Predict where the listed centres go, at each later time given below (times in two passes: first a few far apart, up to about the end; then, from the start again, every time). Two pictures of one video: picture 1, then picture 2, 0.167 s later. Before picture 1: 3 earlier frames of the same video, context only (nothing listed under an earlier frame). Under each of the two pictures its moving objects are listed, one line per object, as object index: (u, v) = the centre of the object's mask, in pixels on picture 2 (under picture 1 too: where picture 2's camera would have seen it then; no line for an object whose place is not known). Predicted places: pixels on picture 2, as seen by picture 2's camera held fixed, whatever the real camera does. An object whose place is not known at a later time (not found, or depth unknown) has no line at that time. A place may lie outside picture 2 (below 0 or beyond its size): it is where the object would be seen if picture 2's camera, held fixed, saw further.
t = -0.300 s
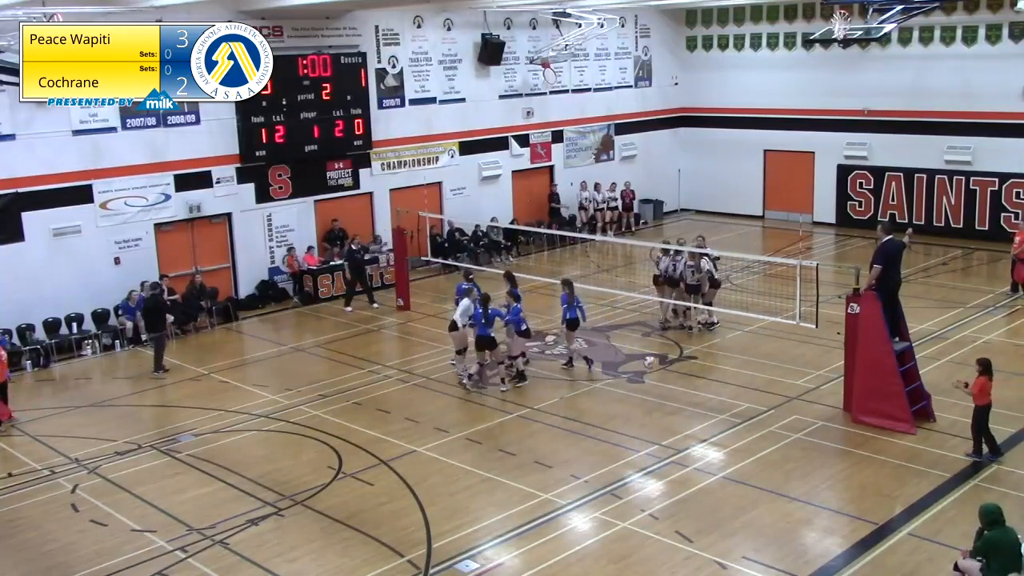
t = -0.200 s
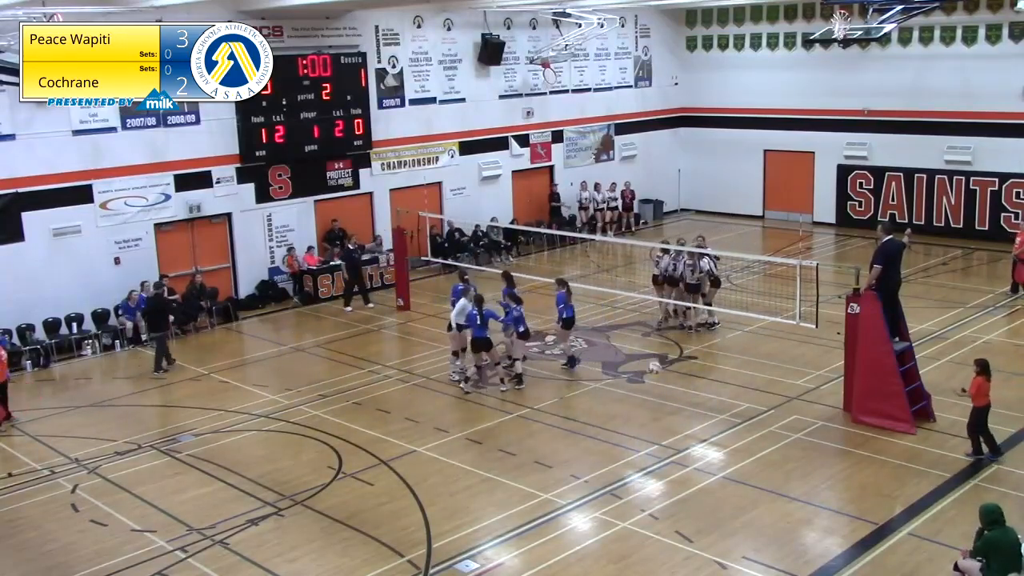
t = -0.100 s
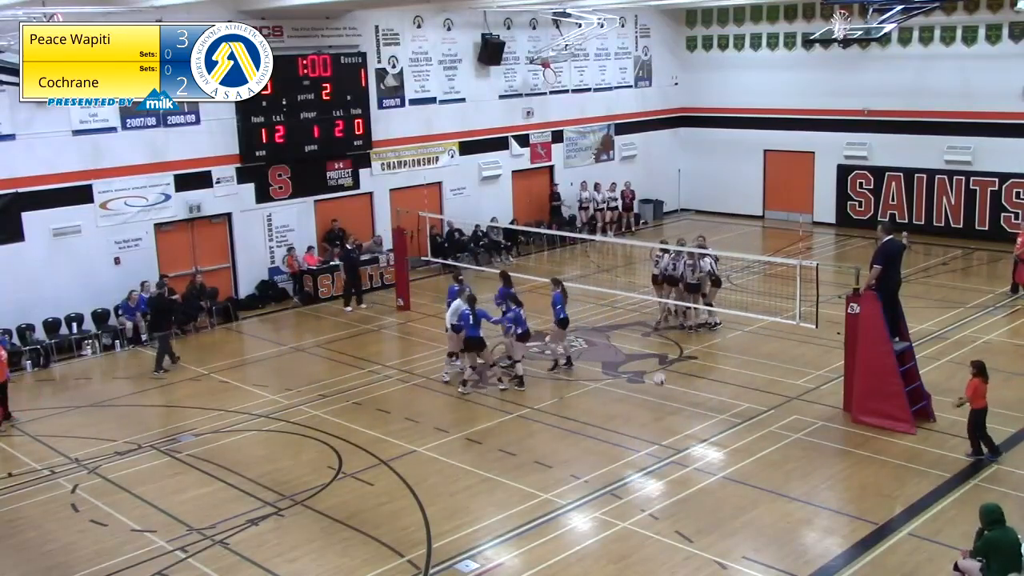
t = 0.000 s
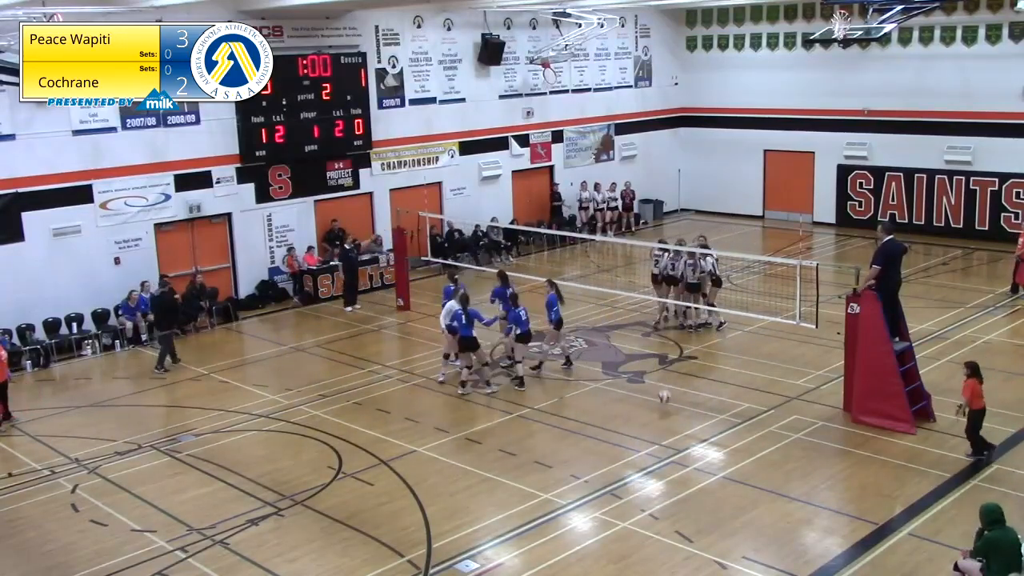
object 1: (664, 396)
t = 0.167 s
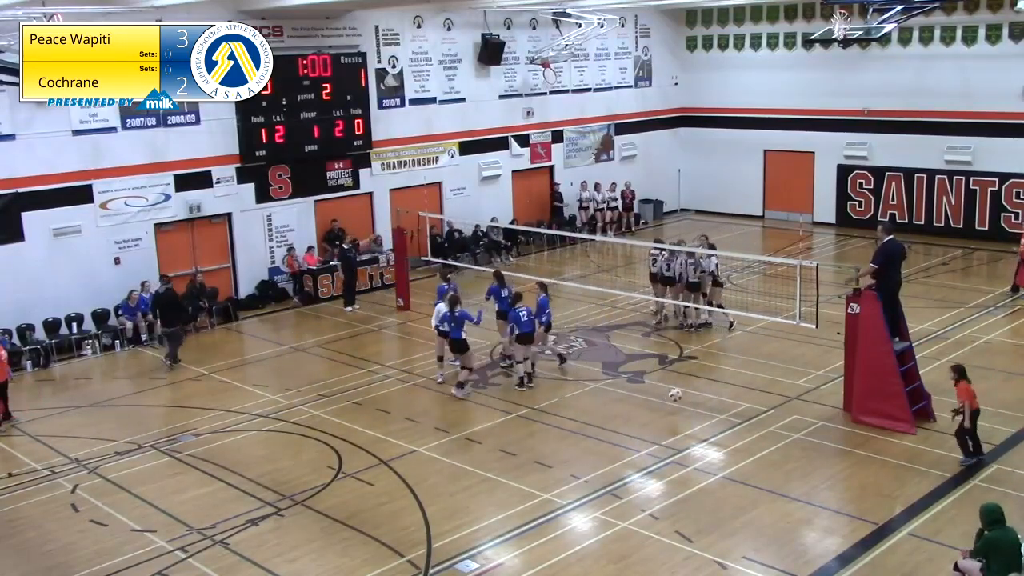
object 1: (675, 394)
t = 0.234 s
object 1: (678, 393)
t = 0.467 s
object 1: (694, 414)
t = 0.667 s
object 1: (708, 425)
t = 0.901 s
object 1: (724, 435)
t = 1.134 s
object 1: (741, 455)
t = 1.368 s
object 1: (758, 470)
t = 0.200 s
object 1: (676, 393)
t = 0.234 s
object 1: (678, 393)
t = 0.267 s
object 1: (681, 395)
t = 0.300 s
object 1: (683, 396)
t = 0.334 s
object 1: (684, 398)
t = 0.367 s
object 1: (687, 401)
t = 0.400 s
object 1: (690, 404)
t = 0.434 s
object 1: (692, 408)
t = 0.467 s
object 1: (694, 414)
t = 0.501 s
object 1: (697, 419)
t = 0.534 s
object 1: (698, 426)
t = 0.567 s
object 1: (702, 432)
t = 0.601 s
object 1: (703, 429)
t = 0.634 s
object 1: (706, 427)
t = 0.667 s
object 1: (708, 425)
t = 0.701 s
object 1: (710, 425)
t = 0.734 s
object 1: (712, 424)
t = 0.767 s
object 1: (715, 425)
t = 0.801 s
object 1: (717, 427)
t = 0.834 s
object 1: (719, 429)
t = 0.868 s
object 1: (722, 432)
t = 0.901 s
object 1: (724, 435)
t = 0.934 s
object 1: (727, 440)
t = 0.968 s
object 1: (729, 445)
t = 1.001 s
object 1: (732, 450)
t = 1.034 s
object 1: (734, 459)
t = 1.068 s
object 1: (736, 457)
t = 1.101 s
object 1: (739, 455)
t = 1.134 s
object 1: (741, 455)
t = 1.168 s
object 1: (743, 455)
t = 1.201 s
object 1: (746, 455)
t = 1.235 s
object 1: (748, 456)
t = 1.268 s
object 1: (750, 459)
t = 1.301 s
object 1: (753, 461)
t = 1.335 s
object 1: (755, 465)
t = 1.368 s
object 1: (758, 470)
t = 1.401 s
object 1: (760, 475)
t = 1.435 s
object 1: (762, 482)
